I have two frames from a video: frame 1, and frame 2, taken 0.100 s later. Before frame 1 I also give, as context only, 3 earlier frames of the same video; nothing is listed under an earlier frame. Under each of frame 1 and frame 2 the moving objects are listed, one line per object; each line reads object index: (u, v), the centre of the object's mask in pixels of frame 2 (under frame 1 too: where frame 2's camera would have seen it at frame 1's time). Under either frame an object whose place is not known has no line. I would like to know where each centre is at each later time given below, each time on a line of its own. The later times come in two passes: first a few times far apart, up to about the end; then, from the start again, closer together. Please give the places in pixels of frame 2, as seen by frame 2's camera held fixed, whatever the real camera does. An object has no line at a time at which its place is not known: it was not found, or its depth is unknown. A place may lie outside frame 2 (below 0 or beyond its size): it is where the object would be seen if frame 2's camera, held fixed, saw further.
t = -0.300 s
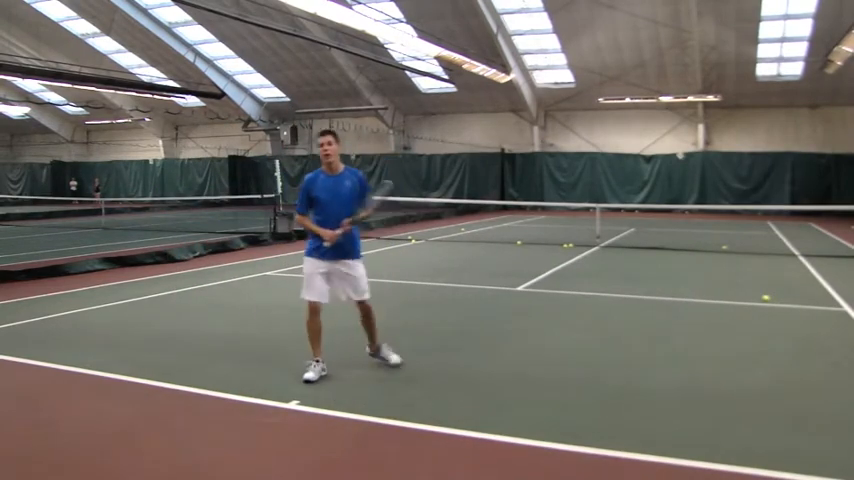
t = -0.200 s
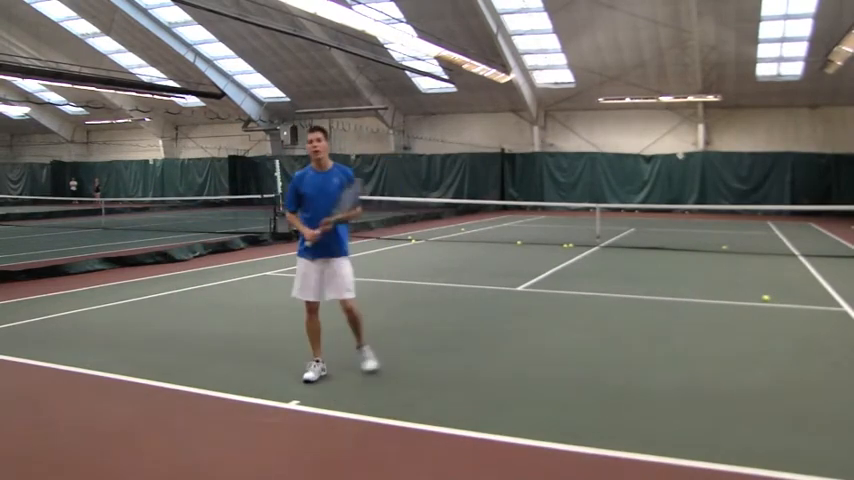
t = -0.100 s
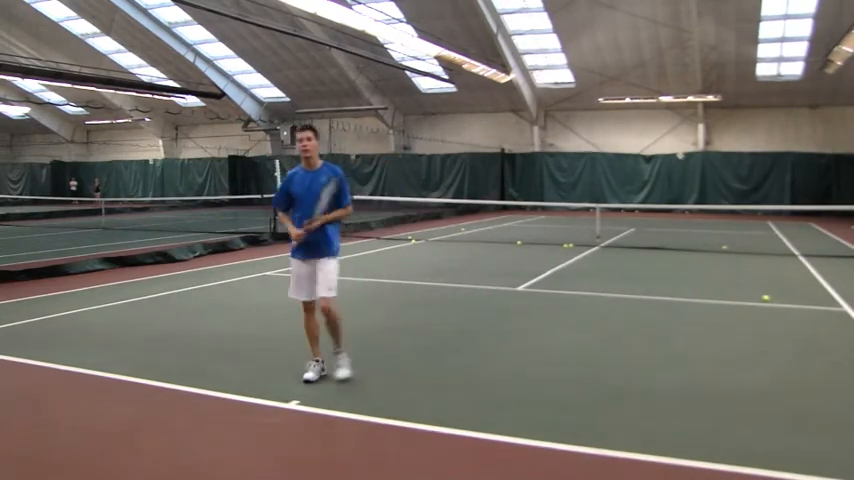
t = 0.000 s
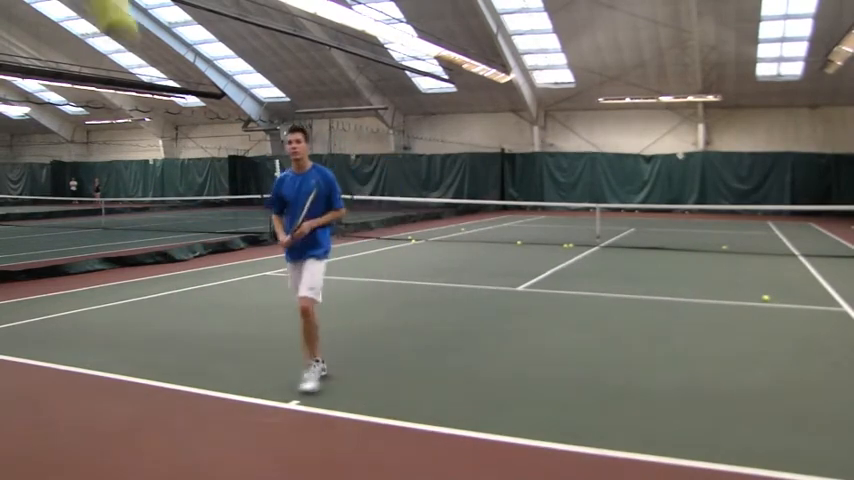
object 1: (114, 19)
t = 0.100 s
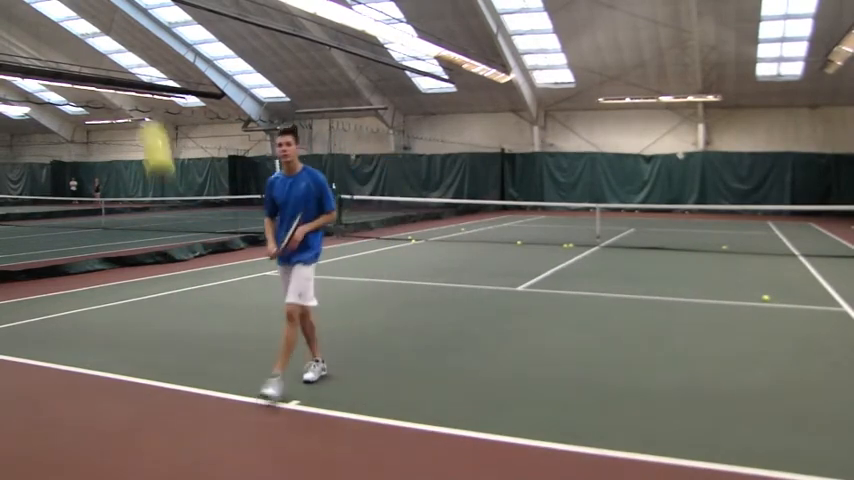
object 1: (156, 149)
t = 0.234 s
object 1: (190, 304)
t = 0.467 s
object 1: (225, 473)
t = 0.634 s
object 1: (223, 337)
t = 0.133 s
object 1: (165, 189)
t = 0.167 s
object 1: (175, 231)
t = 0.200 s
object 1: (183, 265)
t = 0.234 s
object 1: (190, 304)
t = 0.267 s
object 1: (197, 338)
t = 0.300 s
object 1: (203, 371)
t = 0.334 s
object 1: (209, 404)
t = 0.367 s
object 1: (214, 435)
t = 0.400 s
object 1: (219, 464)
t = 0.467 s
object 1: (225, 473)
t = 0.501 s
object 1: (224, 450)
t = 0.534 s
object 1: (224, 418)
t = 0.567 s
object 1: (224, 386)
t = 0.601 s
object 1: (223, 362)
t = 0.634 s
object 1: (223, 337)
